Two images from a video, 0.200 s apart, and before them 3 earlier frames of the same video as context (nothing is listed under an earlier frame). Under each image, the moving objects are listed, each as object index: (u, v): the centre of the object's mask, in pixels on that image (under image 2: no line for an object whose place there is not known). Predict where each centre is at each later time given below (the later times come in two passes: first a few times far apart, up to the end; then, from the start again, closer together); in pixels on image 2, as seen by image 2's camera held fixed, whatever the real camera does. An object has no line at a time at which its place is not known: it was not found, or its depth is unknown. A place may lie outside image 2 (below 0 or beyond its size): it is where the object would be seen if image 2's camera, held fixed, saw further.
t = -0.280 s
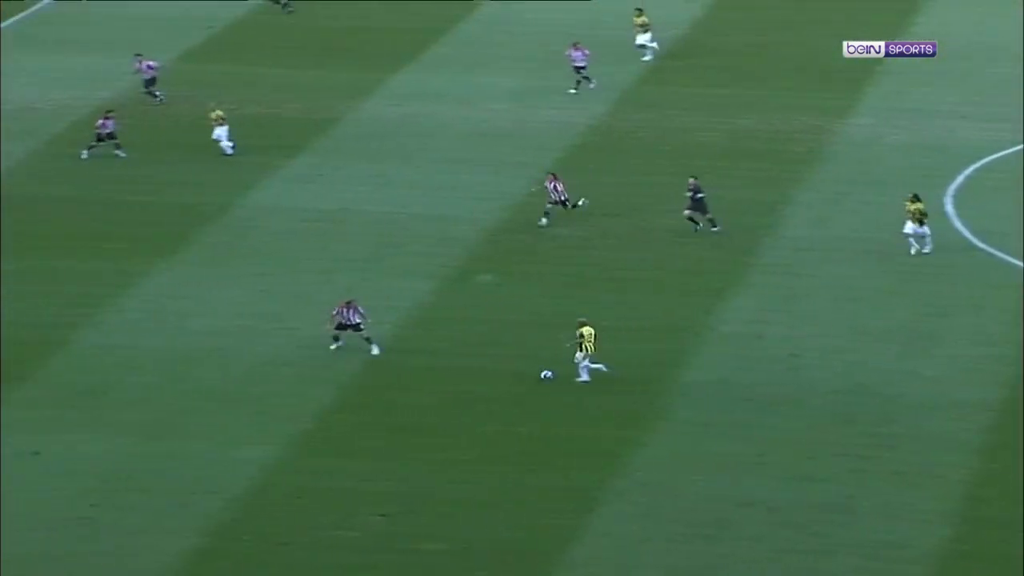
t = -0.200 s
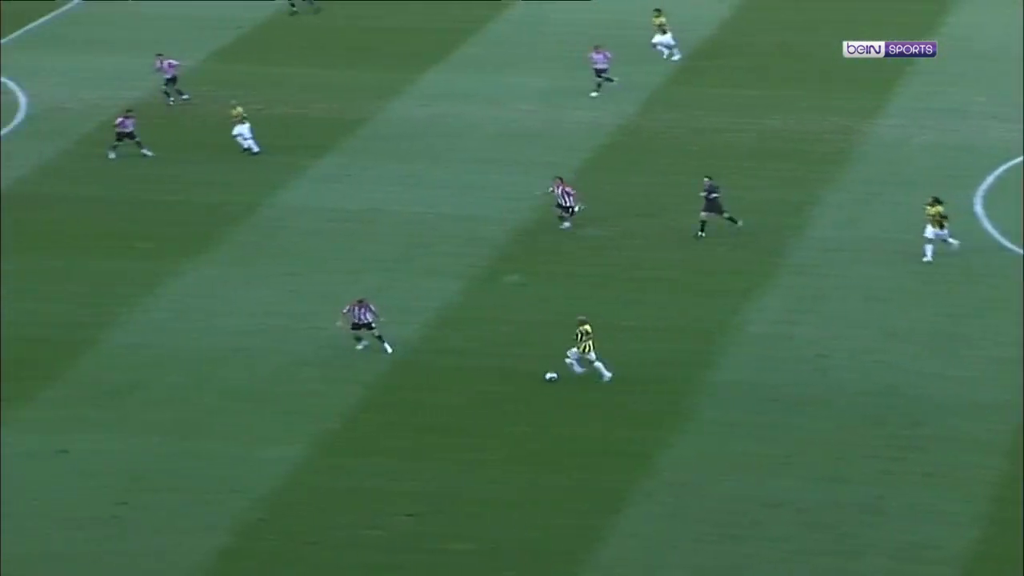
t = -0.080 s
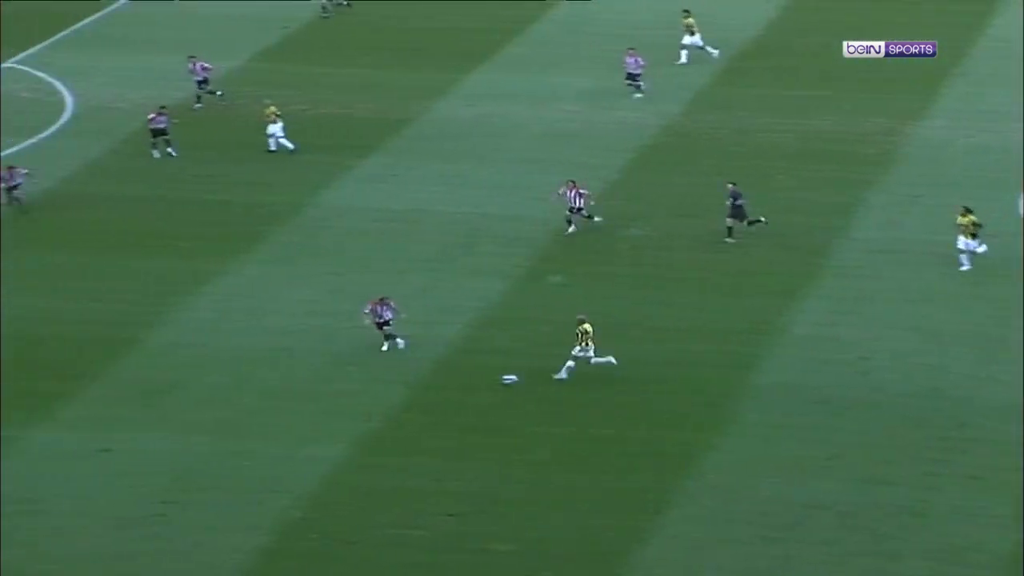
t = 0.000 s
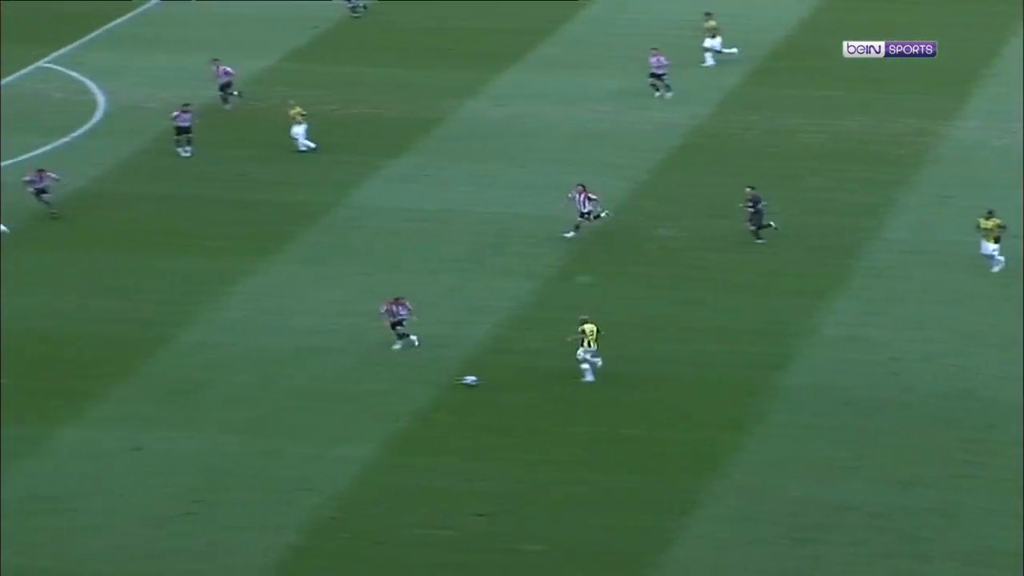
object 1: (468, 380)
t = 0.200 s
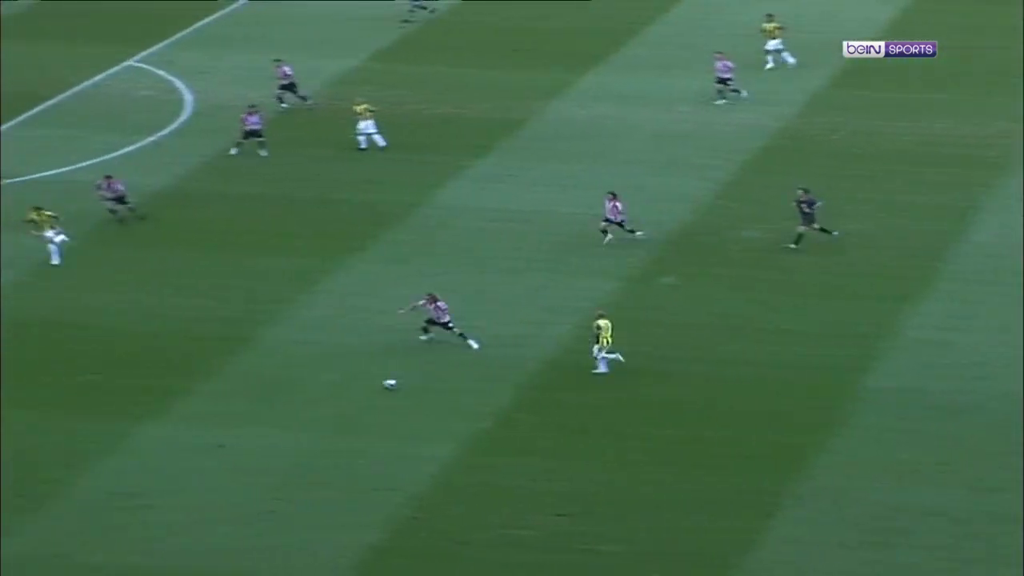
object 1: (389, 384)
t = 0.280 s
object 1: (330, 387)
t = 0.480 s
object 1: (188, 392)
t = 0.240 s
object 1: (359, 384)
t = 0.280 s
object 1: (330, 387)
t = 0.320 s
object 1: (299, 389)
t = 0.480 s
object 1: (188, 392)
